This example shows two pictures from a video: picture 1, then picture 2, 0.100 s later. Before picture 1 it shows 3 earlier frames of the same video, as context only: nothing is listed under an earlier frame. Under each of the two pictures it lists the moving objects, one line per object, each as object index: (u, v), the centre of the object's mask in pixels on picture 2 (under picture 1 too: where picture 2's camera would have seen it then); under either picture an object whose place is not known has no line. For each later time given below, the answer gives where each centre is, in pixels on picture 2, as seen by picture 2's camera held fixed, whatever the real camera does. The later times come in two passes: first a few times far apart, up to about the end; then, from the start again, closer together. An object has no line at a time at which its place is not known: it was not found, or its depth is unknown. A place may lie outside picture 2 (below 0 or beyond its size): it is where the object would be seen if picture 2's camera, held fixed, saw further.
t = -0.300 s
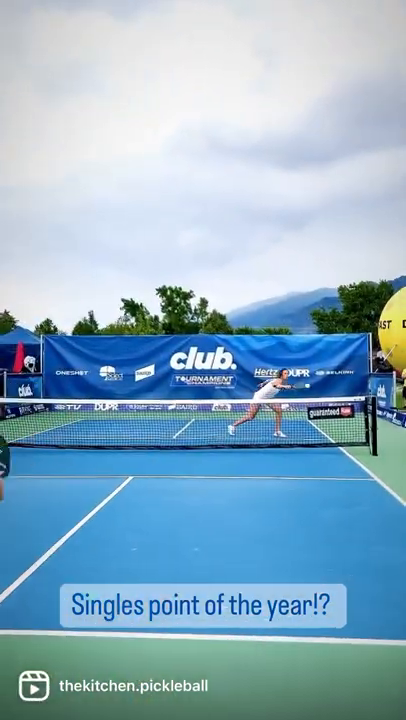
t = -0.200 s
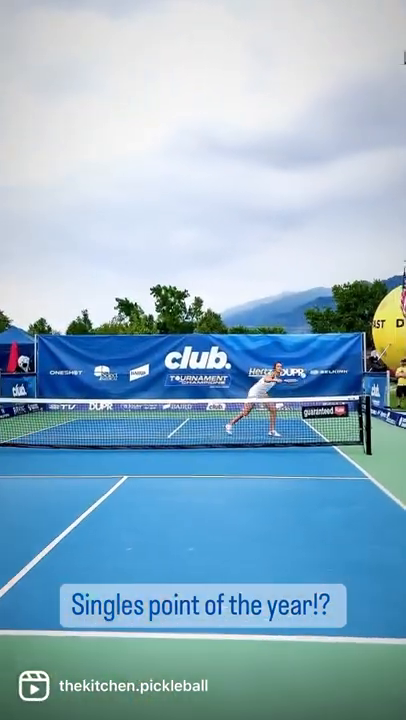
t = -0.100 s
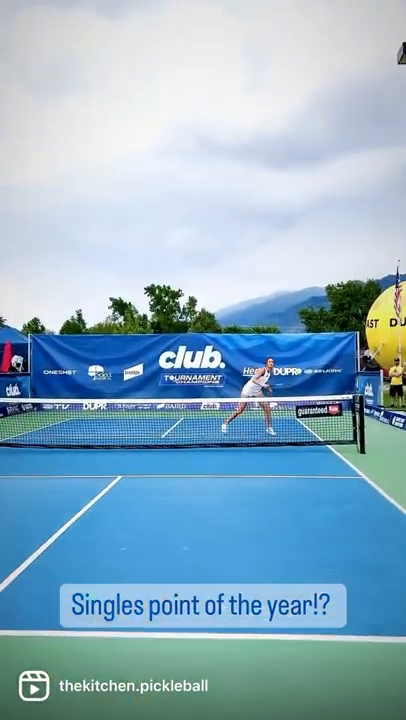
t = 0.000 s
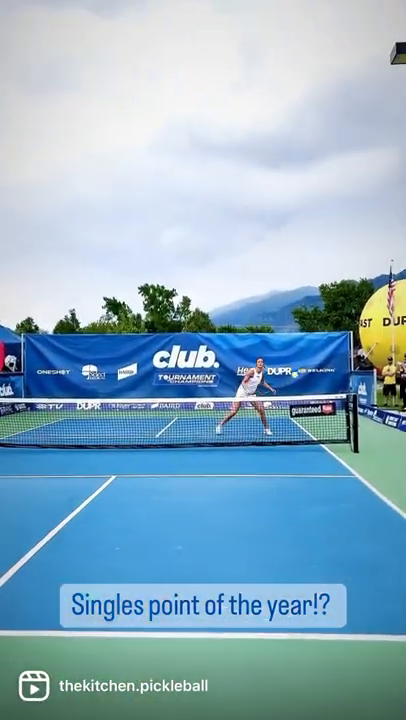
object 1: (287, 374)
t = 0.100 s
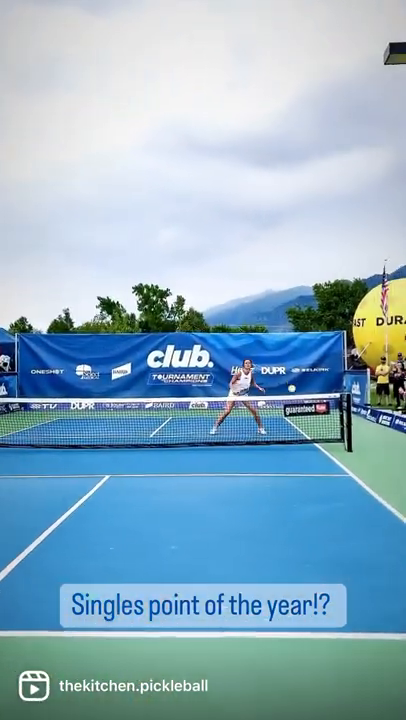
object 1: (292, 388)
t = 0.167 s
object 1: (295, 405)
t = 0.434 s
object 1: (310, 545)
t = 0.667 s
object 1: (336, 503)
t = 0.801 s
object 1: (359, 525)
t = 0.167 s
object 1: (295, 405)
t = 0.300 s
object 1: (302, 465)
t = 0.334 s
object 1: (303, 487)
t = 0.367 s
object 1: (305, 513)
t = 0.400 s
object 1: (307, 542)
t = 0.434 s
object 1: (310, 545)
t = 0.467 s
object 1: (313, 535)
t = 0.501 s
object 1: (316, 526)
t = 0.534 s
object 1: (319, 519)
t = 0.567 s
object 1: (323, 512)
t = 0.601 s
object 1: (327, 507)
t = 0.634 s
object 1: (331, 504)
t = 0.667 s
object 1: (336, 503)
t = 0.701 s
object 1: (341, 504)
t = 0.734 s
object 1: (346, 508)
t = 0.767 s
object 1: (352, 515)
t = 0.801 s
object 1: (359, 525)
